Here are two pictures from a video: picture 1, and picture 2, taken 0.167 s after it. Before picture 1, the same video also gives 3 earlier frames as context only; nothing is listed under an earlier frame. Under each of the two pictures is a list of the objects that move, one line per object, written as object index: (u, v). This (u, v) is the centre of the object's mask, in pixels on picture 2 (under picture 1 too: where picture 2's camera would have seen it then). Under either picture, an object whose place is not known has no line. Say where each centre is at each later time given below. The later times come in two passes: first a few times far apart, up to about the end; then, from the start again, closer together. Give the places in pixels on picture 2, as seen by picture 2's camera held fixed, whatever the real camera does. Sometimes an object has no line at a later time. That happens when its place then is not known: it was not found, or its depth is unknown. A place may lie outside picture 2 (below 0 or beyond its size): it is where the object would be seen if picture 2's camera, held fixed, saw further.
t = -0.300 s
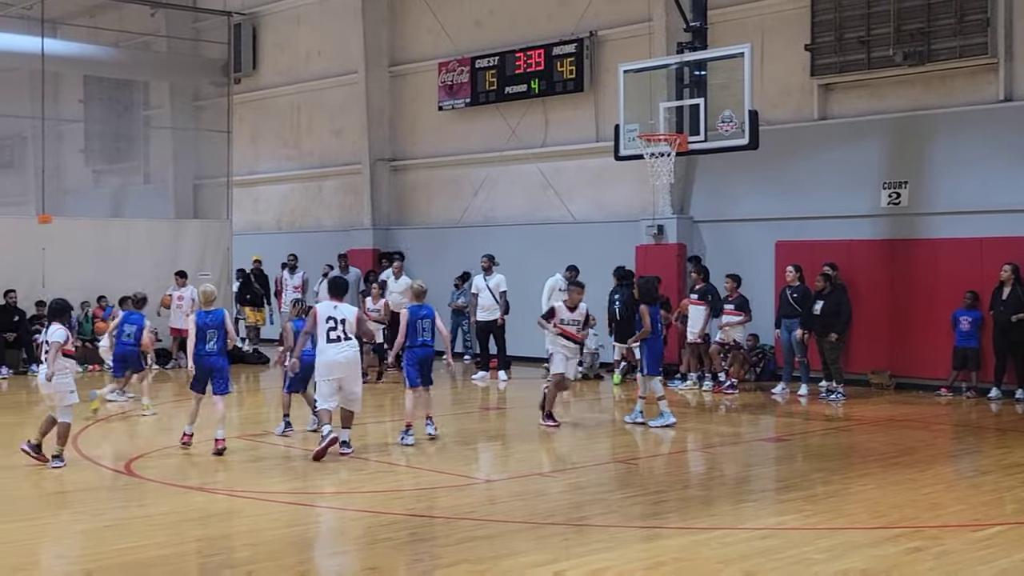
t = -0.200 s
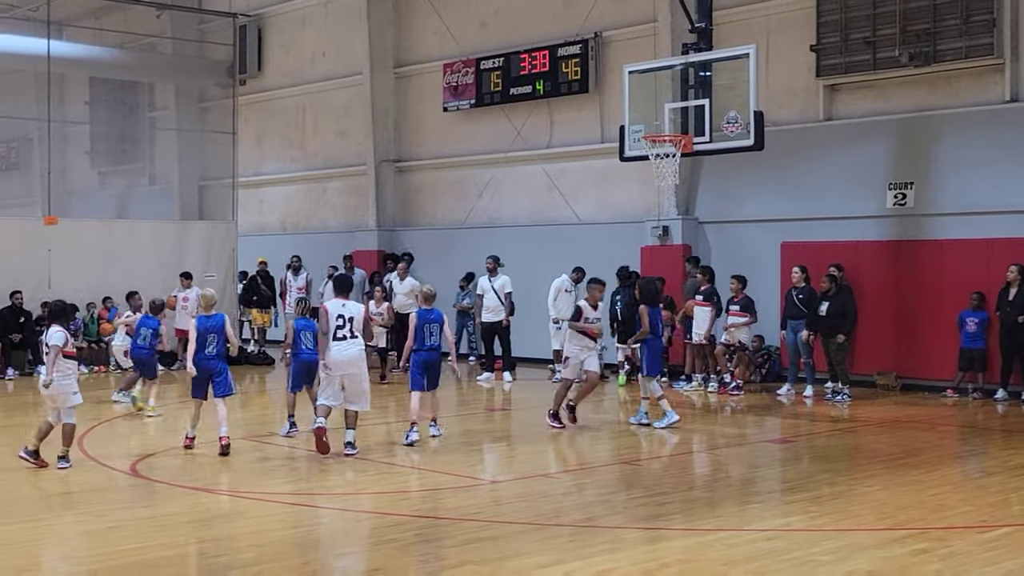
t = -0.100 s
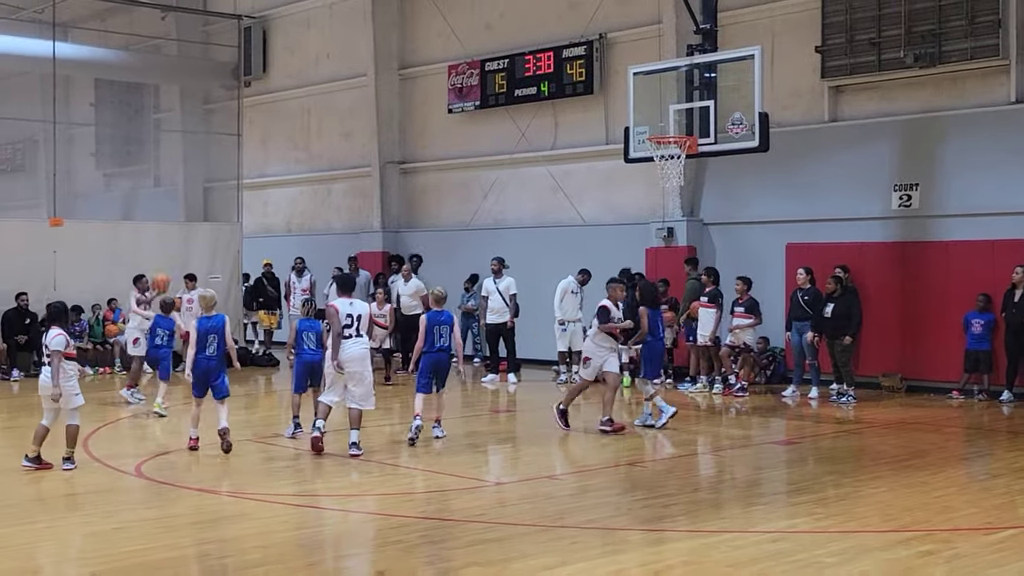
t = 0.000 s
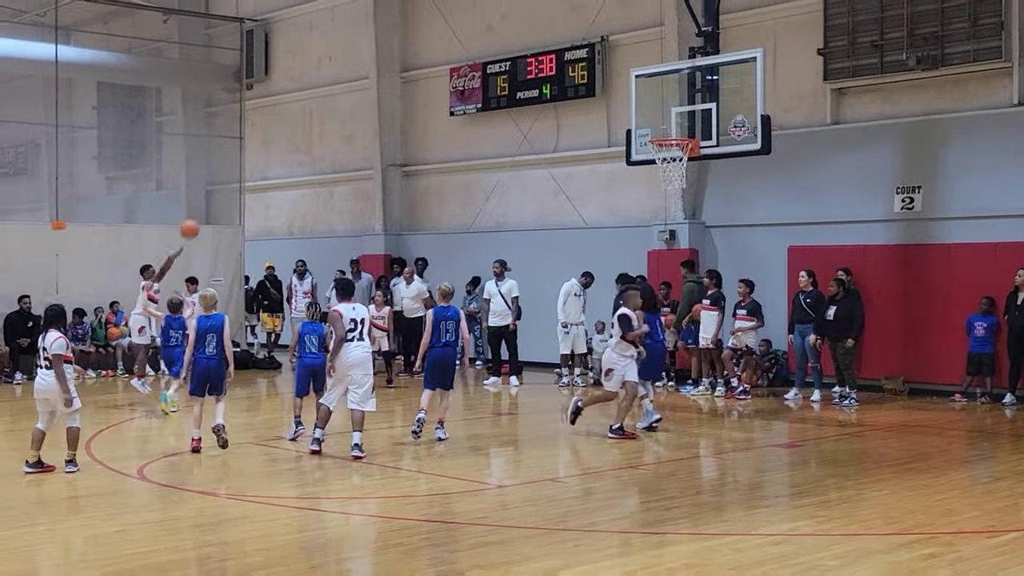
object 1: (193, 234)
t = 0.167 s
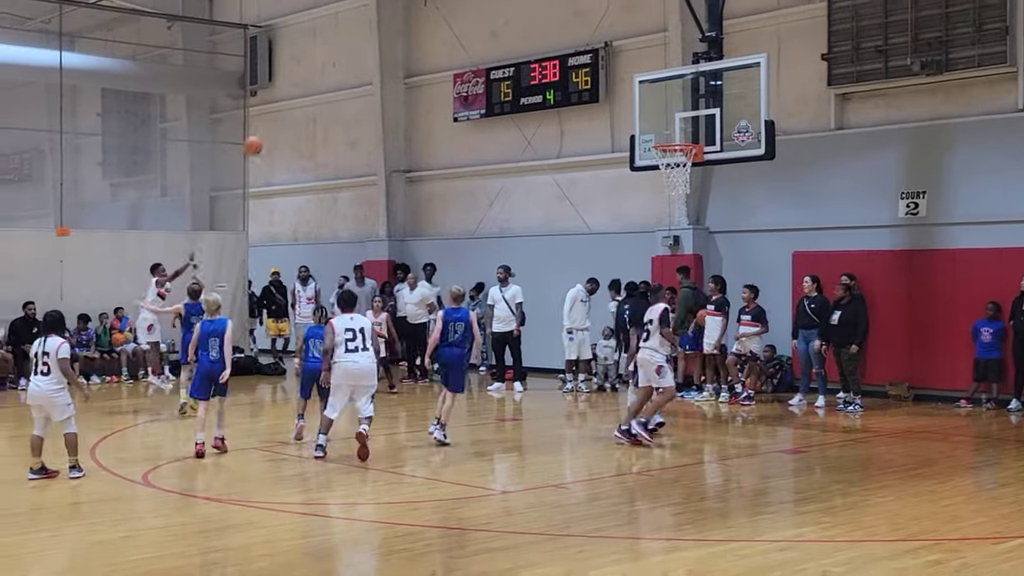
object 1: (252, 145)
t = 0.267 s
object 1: (289, 102)
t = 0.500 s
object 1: (376, 31)
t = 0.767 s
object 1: (479, 3)
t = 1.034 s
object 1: (586, 36)
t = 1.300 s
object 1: (696, 133)
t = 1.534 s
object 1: (753, 119)
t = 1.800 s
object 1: (784, 153)
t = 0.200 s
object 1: (264, 130)
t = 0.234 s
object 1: (276, 116)
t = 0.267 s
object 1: (289, 102)
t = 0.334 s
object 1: (313, 78)
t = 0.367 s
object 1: (325, 67)
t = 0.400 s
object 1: (338, 57)
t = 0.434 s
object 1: (350, 48)
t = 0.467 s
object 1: (363, 39)
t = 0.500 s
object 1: (376, 31)
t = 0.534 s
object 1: (390, 24)
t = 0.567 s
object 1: (402, 18)
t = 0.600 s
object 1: (414, 13)
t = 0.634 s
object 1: (427, 9)
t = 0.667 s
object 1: (439, 6)
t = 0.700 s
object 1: (453, 4)
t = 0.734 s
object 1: (466, 3)
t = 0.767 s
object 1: (479, 3)
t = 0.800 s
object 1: (492, 3)
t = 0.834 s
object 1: (506, 5)
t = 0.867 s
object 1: (519, 8)
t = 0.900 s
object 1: (532, 11)
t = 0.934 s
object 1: (546, 16)
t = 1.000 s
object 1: (572, 28)
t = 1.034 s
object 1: (586, 36)
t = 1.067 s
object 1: (600, 45)
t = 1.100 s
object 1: (614, 54)
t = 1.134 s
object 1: (627, 65)
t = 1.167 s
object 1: (641, 76)
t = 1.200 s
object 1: (654, 89)
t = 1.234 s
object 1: (669, 103)
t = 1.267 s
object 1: (683, 117)
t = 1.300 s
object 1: (696, 133)
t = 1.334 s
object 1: (709, 133)
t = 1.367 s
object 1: (722, 130)
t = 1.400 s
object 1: (736, 128)
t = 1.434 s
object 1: (742, 124)
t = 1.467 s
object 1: (746, 121)
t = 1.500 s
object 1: (748, 120)
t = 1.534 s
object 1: (753, 119)
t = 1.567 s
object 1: (756, 120)
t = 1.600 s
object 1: (761, 121)
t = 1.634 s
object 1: (764, 123)
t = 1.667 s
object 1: (768, 127)
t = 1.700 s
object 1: (772, 132)
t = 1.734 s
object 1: (775, 138)
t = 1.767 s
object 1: (780, 144)
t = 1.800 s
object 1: (784, 153)
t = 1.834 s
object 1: (787, 162)
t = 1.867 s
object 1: (792, 173)
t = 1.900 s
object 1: (797, 185)
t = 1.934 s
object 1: (802, 198)
